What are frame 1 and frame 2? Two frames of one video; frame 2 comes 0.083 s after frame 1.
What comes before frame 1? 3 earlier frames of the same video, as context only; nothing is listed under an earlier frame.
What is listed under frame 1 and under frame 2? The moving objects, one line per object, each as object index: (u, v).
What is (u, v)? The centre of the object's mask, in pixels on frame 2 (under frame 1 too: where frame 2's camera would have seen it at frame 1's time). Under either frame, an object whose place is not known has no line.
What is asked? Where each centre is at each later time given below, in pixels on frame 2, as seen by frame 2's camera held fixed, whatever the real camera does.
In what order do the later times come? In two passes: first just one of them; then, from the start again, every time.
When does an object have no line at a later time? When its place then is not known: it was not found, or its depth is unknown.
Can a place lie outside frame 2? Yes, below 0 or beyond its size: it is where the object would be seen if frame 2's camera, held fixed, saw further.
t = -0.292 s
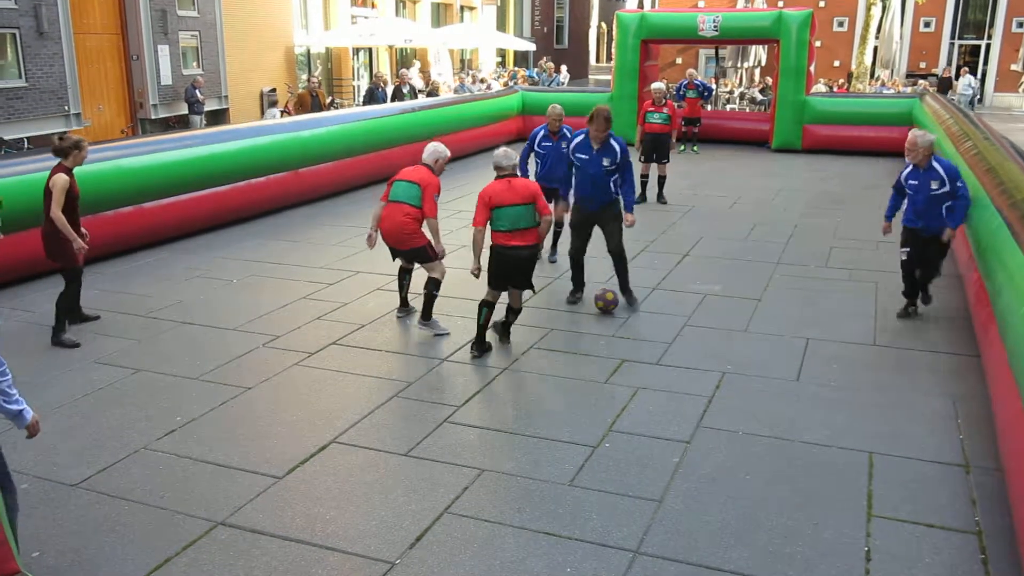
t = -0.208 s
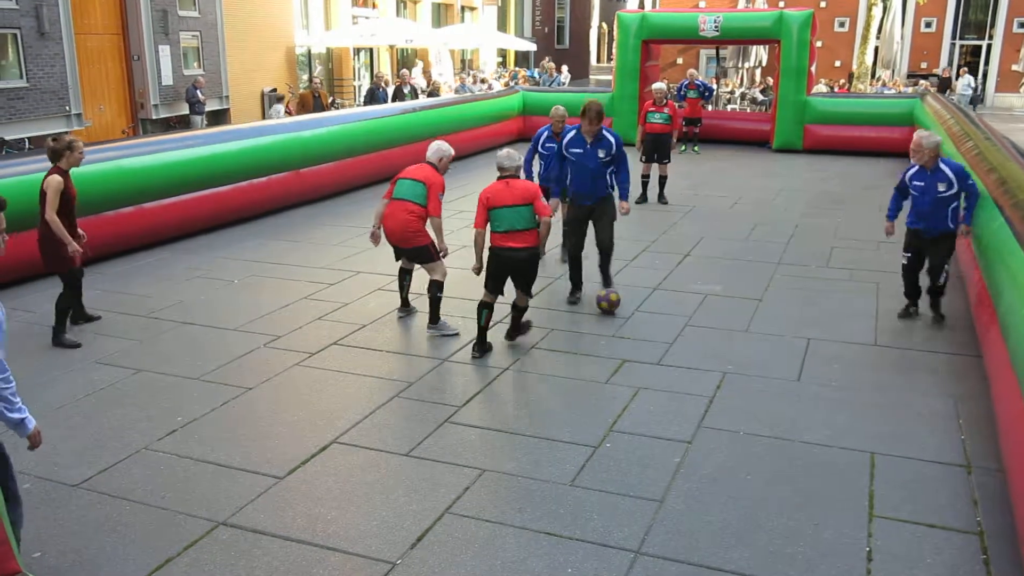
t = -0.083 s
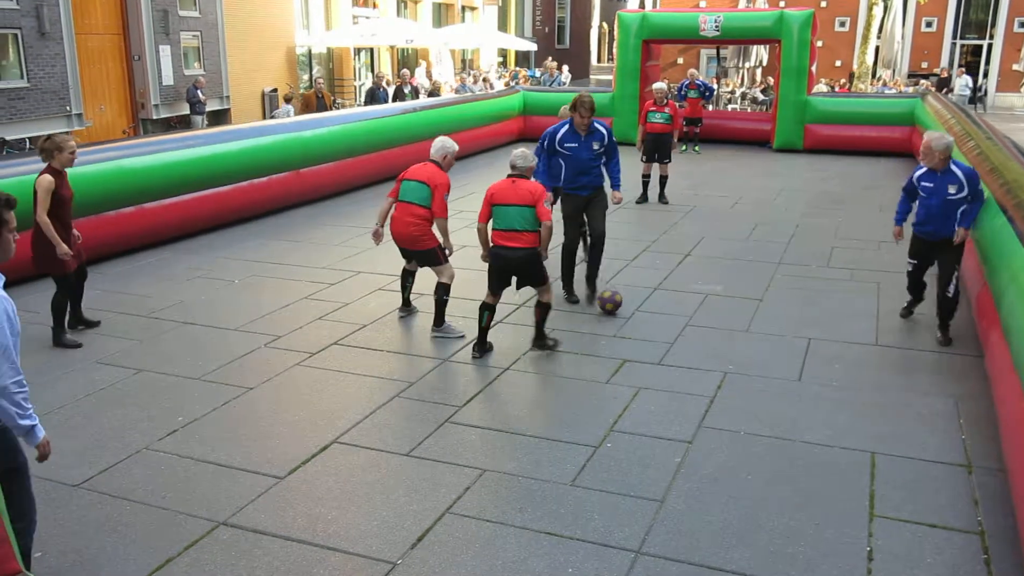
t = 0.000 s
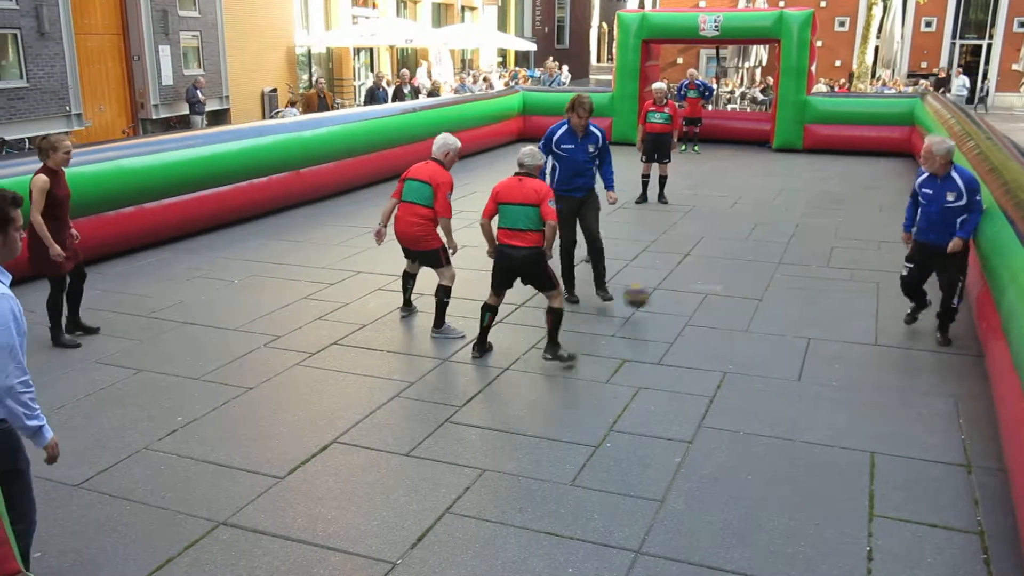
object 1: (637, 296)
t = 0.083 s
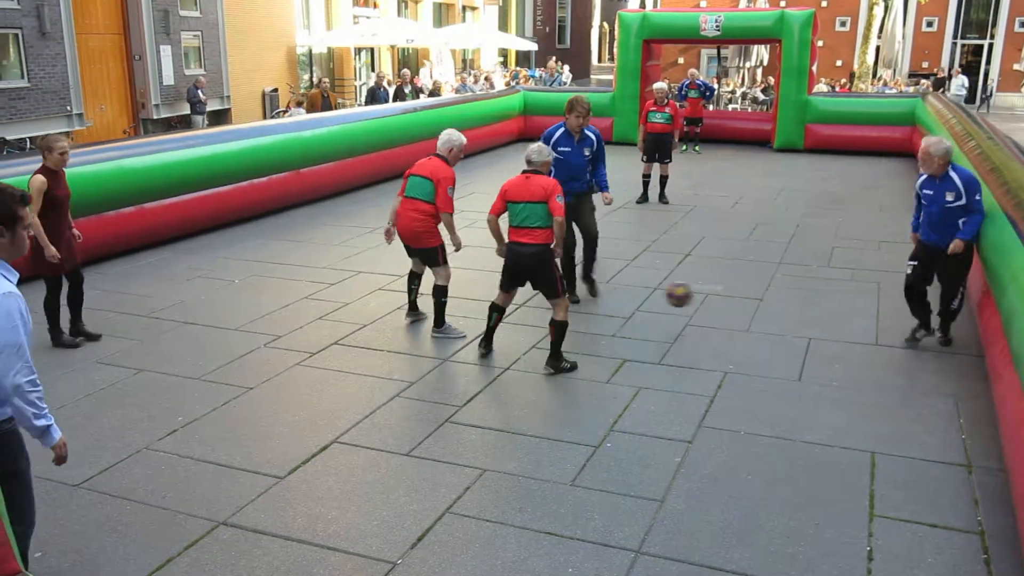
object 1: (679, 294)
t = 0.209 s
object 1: (750, 308)
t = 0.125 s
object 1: (702, 296)
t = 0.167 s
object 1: (725, 301)
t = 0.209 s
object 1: (750, 308)
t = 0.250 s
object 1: (776, 317)
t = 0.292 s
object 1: (803, 329)
